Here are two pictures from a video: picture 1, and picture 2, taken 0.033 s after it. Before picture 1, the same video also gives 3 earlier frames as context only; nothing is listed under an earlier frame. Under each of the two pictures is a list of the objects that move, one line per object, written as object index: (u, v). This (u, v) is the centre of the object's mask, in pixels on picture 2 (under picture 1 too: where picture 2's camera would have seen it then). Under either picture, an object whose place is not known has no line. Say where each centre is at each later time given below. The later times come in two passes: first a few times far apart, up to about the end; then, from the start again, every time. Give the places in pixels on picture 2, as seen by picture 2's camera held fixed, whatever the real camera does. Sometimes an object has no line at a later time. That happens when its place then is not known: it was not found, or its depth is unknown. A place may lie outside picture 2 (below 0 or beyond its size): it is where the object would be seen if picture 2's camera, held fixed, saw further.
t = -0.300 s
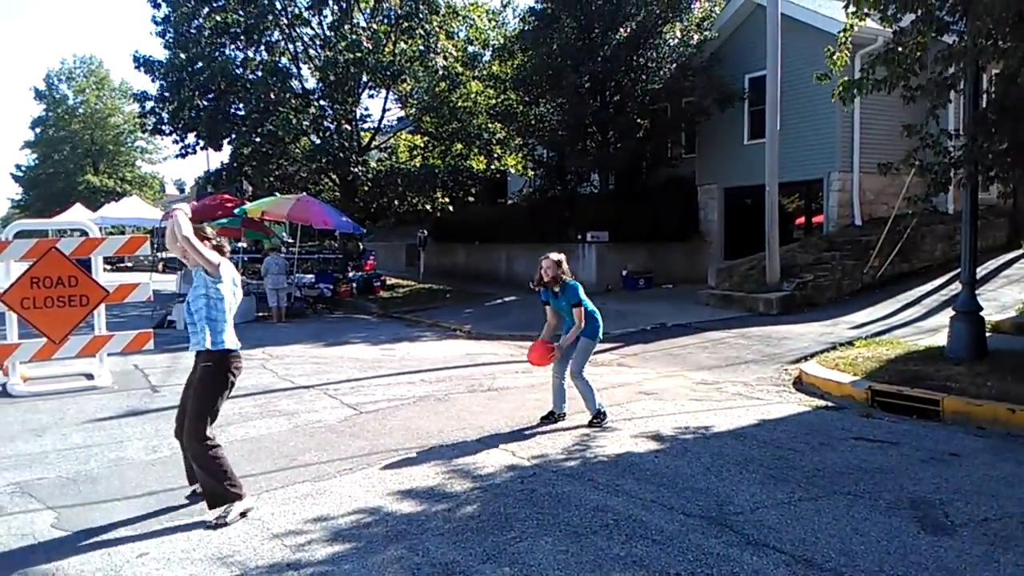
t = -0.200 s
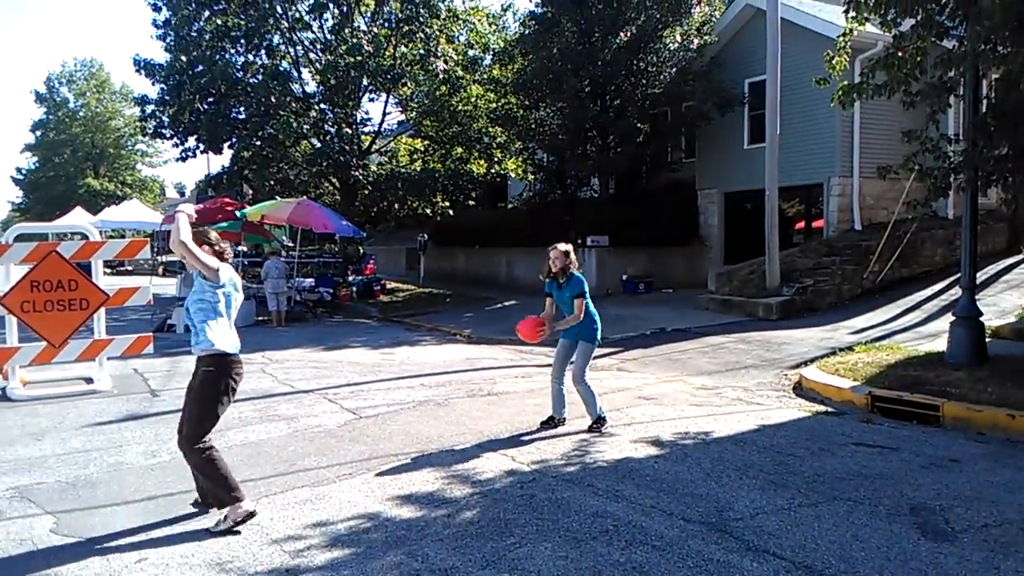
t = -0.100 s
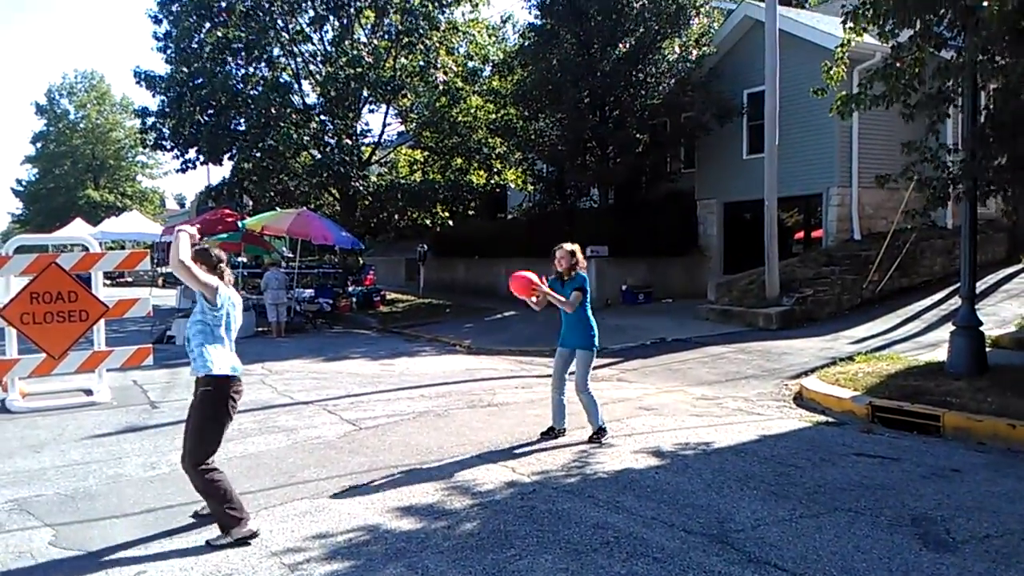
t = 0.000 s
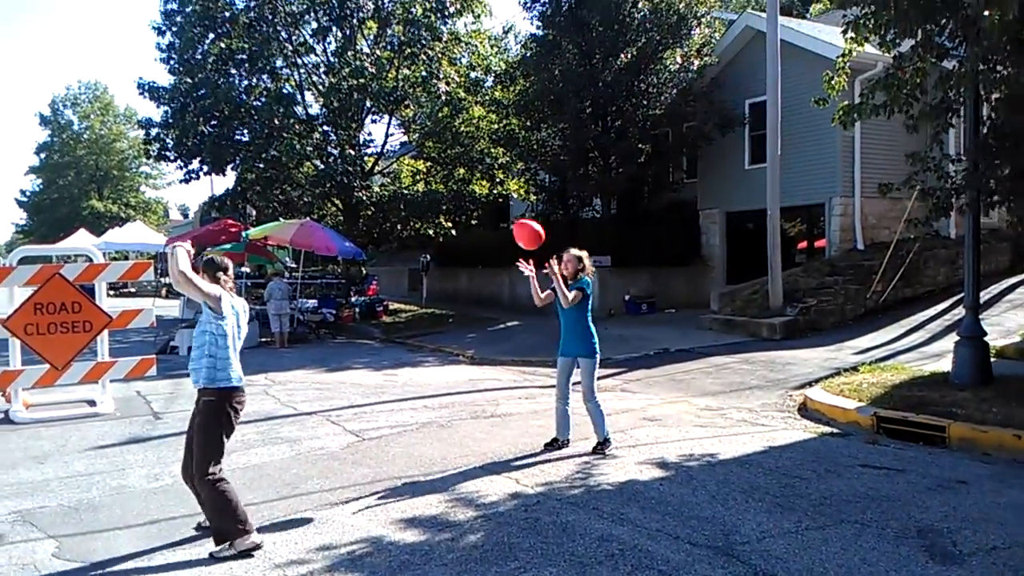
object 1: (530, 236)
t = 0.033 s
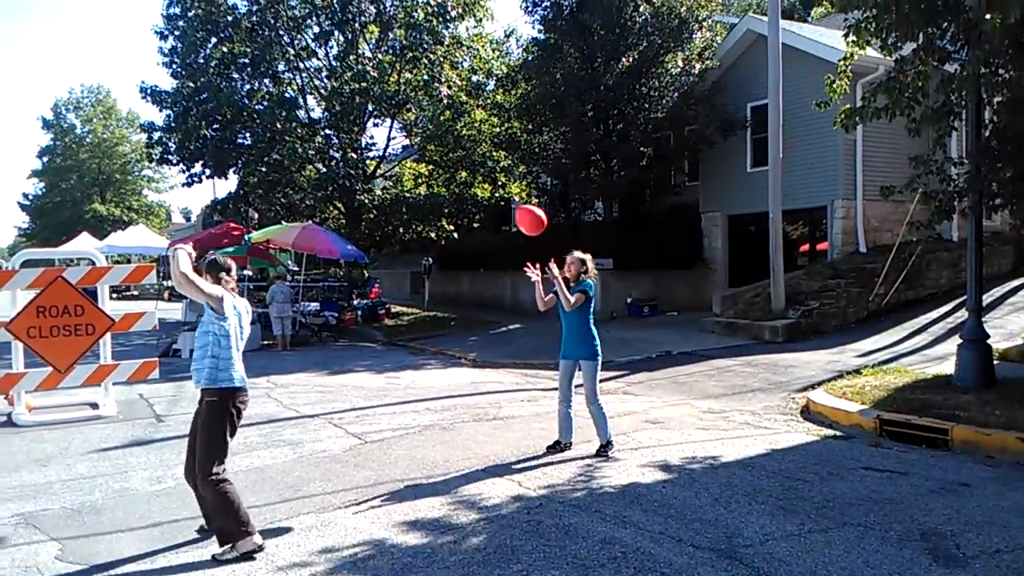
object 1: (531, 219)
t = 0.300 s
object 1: (532, 130)
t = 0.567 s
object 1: (535, 135)
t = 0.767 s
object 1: (536, 200)
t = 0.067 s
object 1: (531, 204)
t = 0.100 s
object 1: (531, 188)
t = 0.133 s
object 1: (532, 175)
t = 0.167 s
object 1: (532, 164)
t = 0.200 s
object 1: (532, 153)
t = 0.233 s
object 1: (532, 144)
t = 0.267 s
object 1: (532, 137)
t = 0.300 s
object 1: (532, 130)
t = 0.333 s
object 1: (532, 126)
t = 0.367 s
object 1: (533, 122)
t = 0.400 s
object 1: (532, 121)
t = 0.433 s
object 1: (533, 121)
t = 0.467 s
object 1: (533, 122)
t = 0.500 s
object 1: (534, 124)
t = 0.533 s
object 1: (534, 129)
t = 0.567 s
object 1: (535, 135)
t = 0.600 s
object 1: (535, 142)
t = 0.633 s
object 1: (535, 151)
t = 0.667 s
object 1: (535, 161)
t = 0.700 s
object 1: (535, 173)
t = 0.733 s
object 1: (536, 186)
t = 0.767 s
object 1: (536, 200)
